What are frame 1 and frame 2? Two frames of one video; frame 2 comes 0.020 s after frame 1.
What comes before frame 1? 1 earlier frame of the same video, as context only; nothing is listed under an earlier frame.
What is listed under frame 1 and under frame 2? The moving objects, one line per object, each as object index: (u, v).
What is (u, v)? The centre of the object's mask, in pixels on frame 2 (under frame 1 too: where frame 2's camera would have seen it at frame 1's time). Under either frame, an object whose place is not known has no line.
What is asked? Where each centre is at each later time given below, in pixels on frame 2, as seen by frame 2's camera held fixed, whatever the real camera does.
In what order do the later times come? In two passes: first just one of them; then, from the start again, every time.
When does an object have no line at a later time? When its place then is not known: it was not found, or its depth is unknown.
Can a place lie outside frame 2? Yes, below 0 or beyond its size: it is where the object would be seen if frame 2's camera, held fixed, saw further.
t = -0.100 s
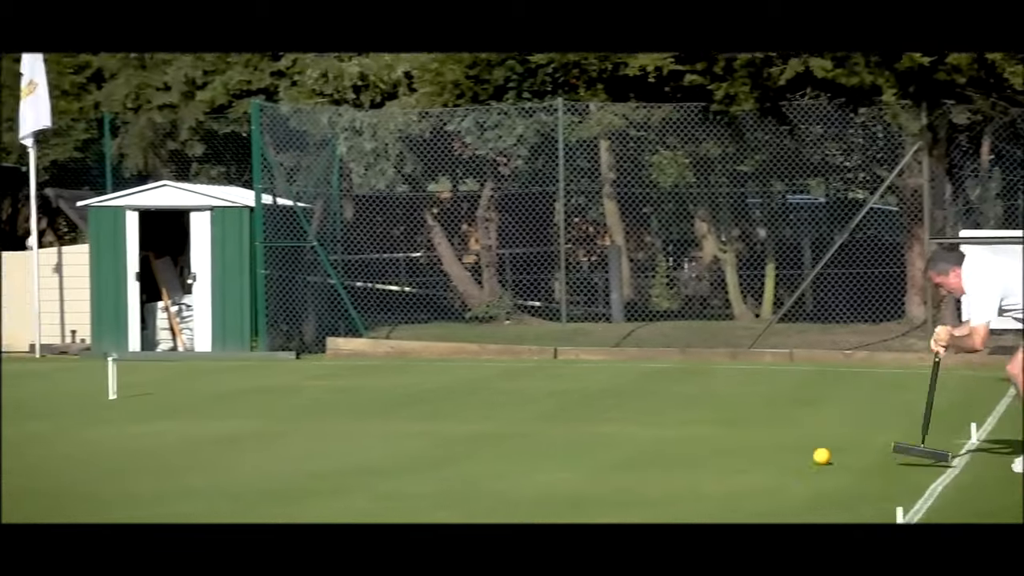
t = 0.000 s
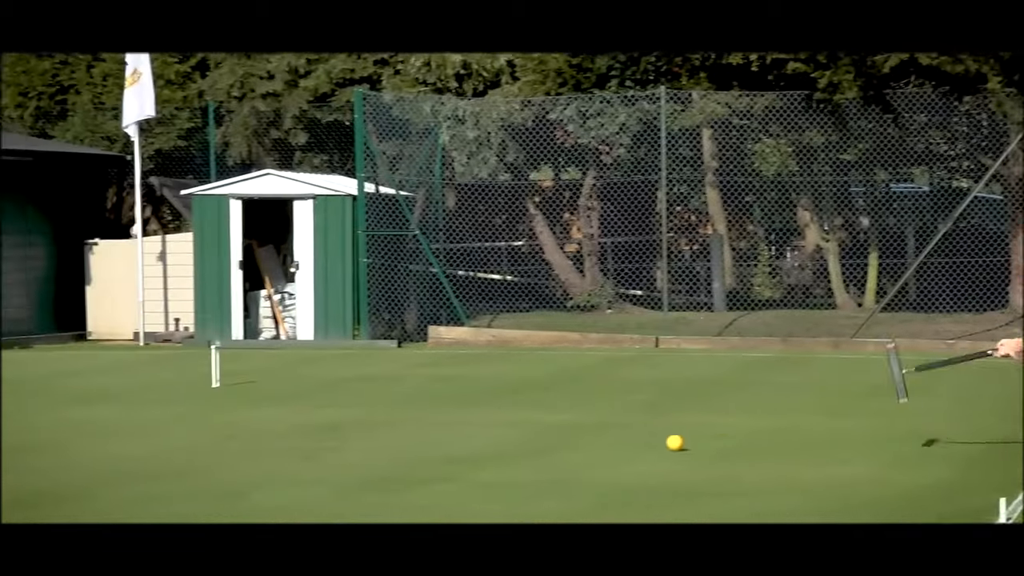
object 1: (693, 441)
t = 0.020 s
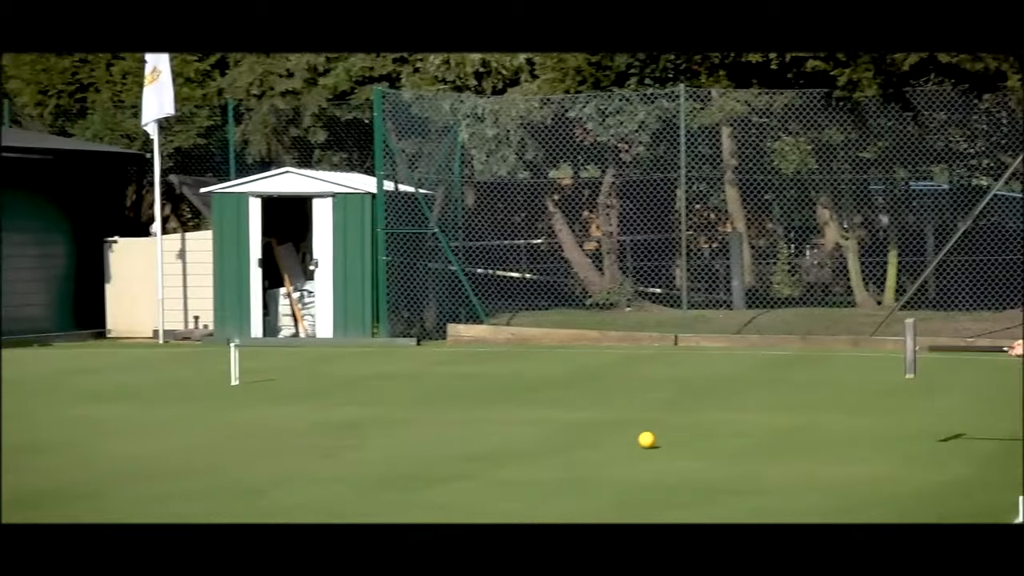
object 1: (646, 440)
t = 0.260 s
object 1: (139, 437)
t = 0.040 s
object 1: (600, 440)
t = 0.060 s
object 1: (554, 440)
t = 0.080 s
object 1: (510, 439)
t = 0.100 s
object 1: (468, 437)
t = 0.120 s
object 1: (426, 437)
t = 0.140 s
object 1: (384, 436)
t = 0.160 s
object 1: (342, 437)
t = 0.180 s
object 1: (301, 435)
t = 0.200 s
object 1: (261, 435)
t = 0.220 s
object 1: (221, 435)
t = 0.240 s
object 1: (180, 435)
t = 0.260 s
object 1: (139, 437)
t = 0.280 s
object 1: (98, 439)
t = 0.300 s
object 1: (57, 441)
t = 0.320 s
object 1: (18, 441)
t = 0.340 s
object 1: (-21, 441)
